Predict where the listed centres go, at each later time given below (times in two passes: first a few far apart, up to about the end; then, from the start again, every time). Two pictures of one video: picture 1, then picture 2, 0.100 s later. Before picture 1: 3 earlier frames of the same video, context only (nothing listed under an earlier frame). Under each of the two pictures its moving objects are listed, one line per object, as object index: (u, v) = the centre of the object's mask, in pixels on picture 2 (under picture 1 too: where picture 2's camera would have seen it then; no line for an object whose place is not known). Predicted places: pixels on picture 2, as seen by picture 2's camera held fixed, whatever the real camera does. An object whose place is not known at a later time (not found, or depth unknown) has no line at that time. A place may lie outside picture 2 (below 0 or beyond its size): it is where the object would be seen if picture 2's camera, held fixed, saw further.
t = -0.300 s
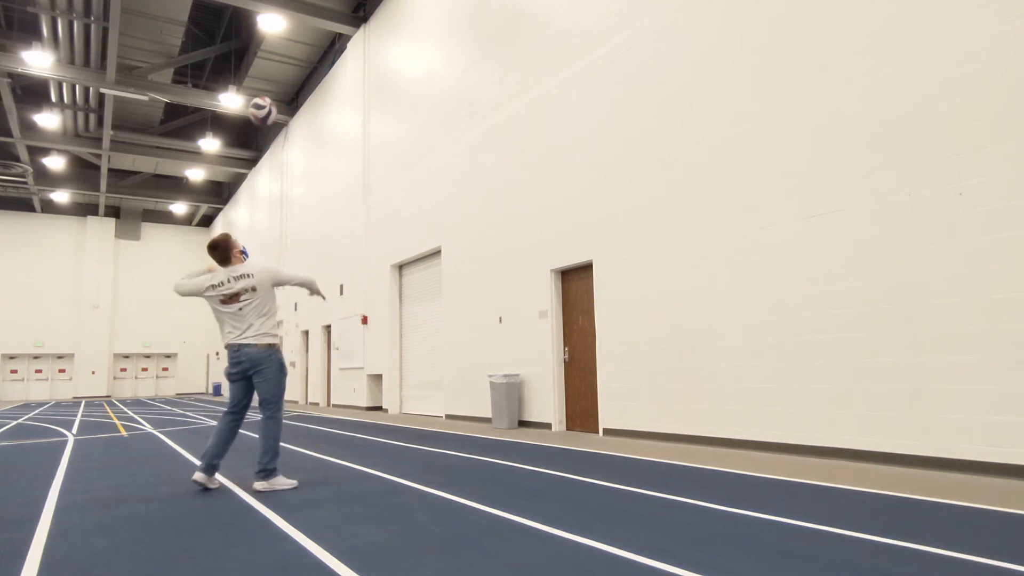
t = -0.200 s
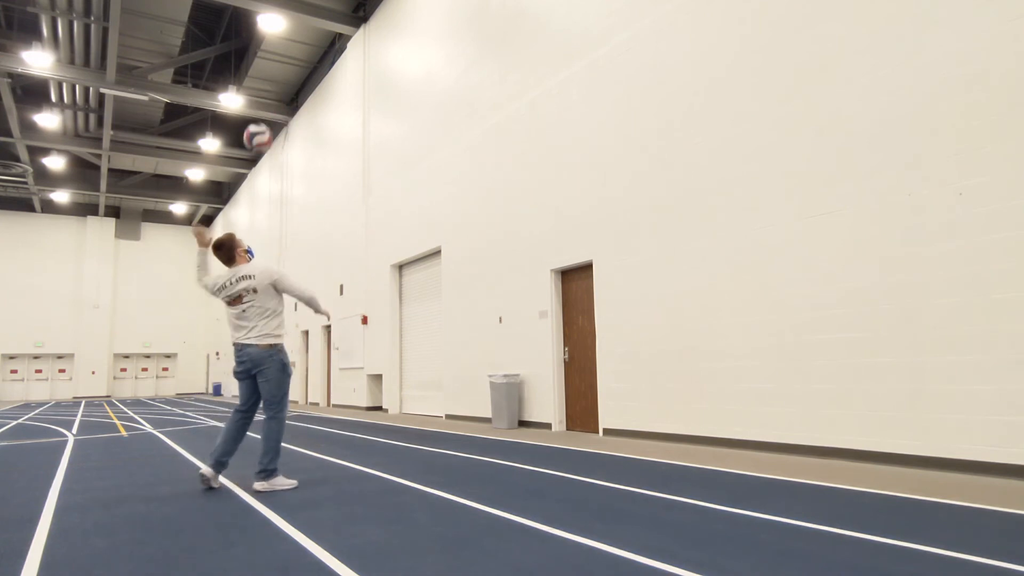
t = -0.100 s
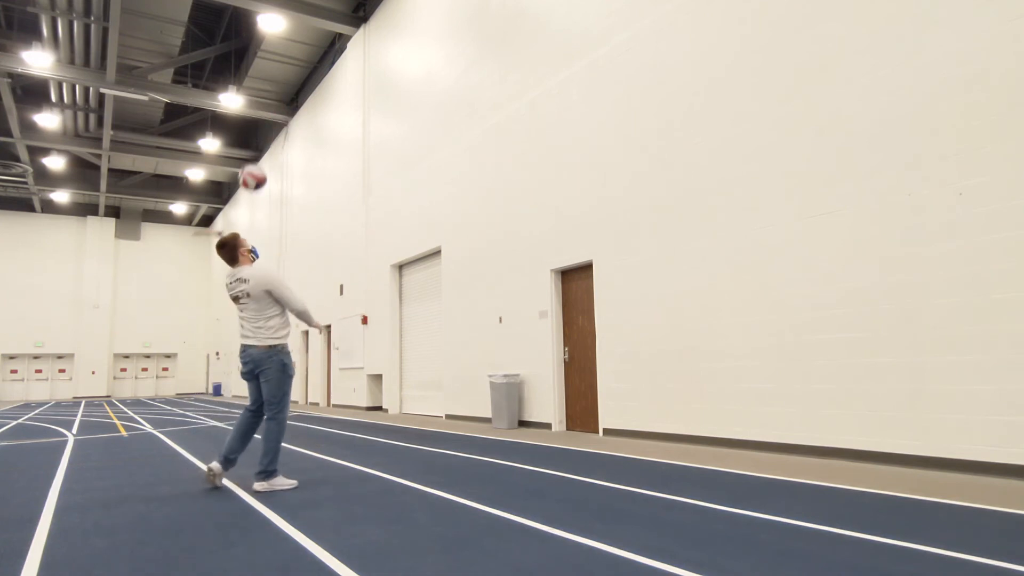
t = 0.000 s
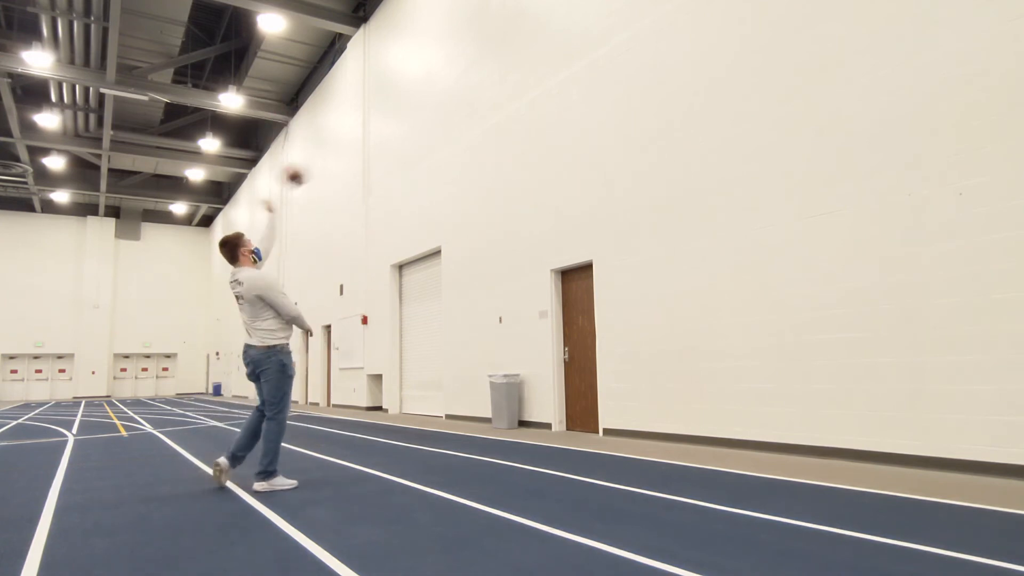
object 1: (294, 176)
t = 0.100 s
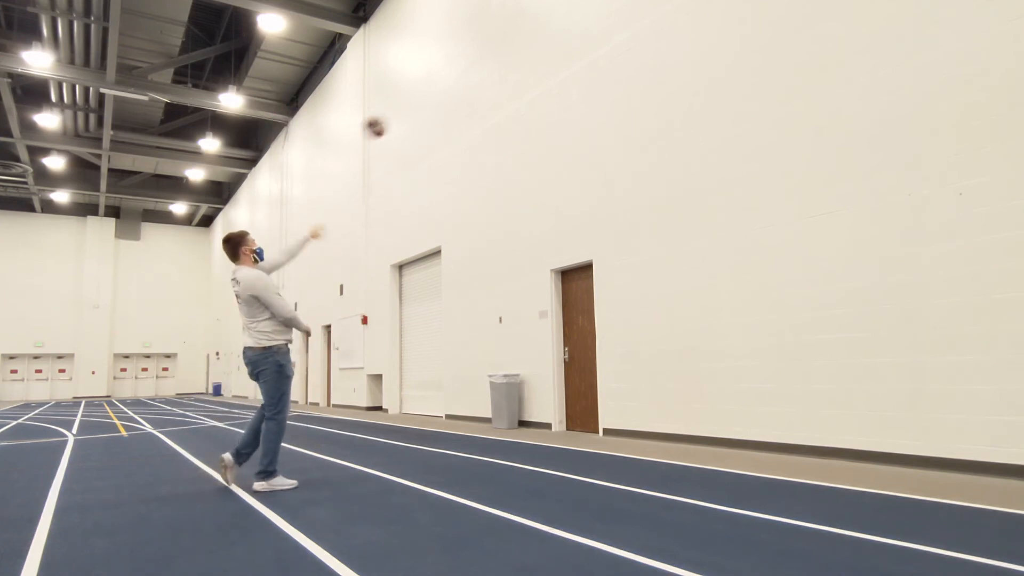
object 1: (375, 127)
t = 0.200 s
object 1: (445, 94)
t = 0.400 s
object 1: (563, 64)
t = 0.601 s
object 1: (661, 73)
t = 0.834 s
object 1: (598, 80)
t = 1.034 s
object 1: (526, 129)
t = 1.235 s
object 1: (442, 233)
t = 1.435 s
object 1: (339, 407)
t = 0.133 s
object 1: (400, 114)
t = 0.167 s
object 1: (423, 103)
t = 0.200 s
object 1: (445, 94)
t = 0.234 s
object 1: (467, 85)
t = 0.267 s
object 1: (487, 79)
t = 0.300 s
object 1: (507, 73)
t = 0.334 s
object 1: (526, 69)
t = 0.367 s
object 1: (545, 66)
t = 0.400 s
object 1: (563, 64)
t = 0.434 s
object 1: (581, 63)
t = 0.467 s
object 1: (598, 63)
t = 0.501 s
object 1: (614, 64)
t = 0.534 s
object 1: (630, 66)
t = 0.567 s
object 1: (646, 69)
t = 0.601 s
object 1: (661, 73)
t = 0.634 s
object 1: (662, 74)
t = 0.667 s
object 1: (652, 73)
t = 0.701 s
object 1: (642, 72)
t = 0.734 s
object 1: (631, 73)
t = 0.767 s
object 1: (621, 74)
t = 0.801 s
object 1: (610, 77)
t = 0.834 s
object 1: (598, 80)
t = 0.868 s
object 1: (587, 85)
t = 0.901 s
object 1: (575, 92)
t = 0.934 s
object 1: (564, 99)
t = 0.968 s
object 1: (552, 108)
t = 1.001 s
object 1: (539, 118)
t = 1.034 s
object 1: (526, 129)
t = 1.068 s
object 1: (514, 142)
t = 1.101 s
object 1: (500, 157)
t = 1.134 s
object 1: (486, 174)
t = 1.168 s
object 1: (472, 191)
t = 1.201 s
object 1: (457, 211)
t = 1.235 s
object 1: (442, 233)
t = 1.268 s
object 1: (427, 256)
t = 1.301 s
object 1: (411, 278)
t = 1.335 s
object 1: (395, 307)
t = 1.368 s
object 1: (377, 337)
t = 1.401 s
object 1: (359, 371)
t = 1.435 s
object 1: (339, 407)
